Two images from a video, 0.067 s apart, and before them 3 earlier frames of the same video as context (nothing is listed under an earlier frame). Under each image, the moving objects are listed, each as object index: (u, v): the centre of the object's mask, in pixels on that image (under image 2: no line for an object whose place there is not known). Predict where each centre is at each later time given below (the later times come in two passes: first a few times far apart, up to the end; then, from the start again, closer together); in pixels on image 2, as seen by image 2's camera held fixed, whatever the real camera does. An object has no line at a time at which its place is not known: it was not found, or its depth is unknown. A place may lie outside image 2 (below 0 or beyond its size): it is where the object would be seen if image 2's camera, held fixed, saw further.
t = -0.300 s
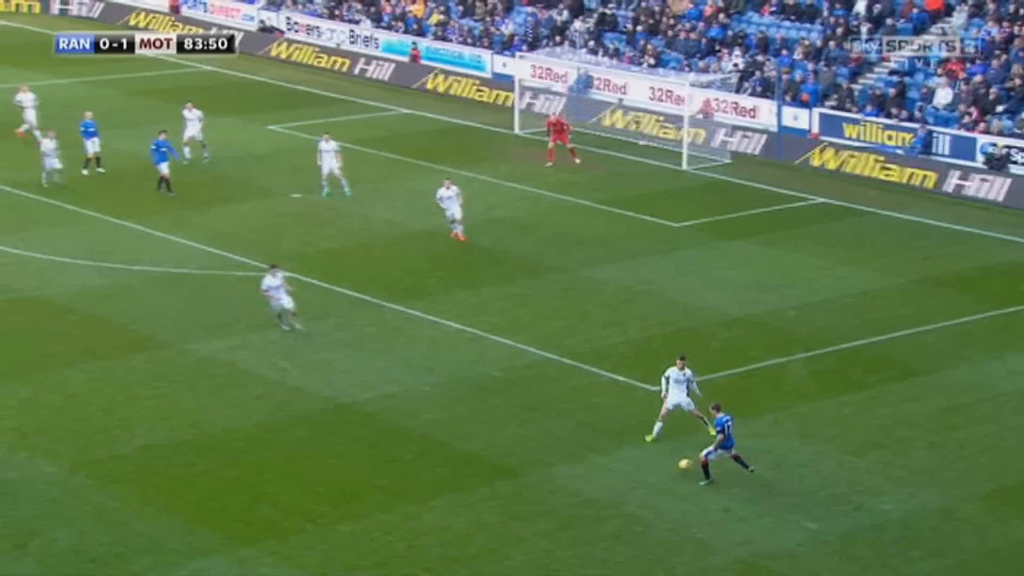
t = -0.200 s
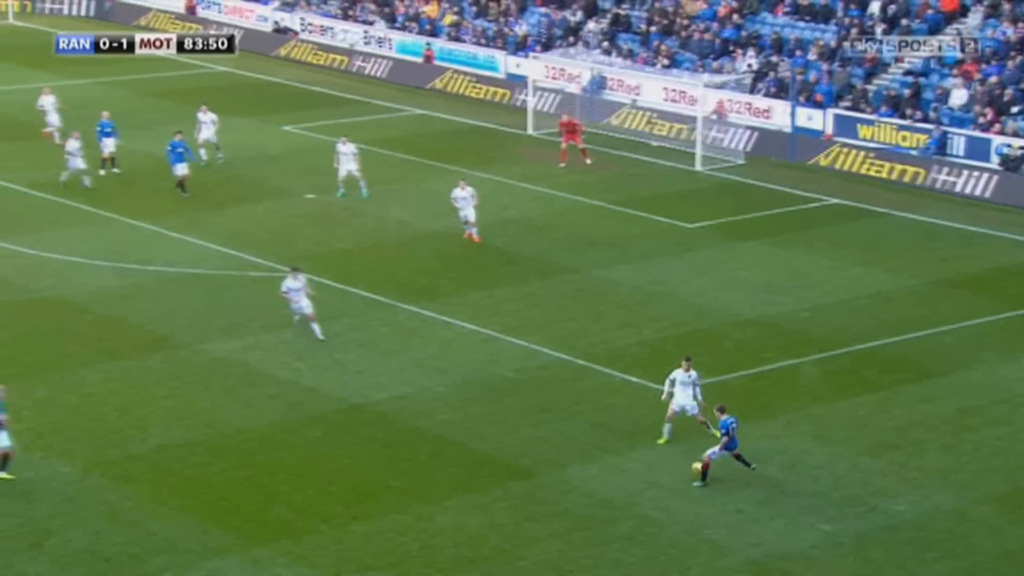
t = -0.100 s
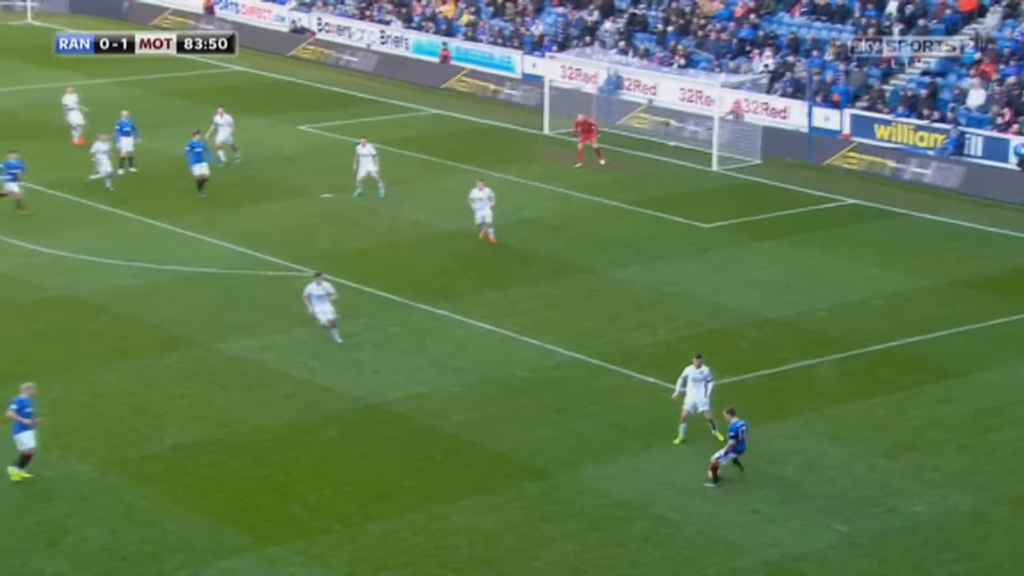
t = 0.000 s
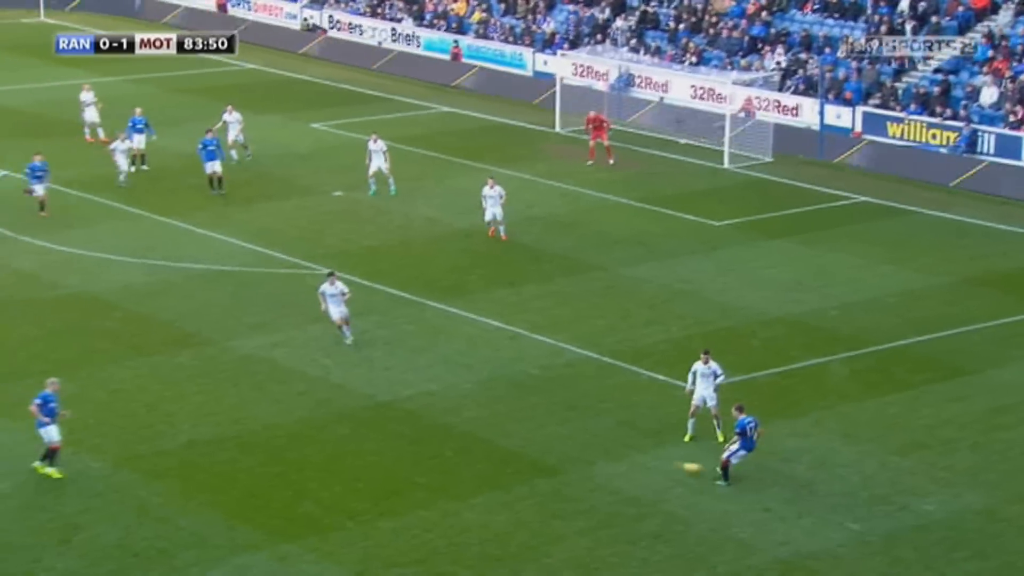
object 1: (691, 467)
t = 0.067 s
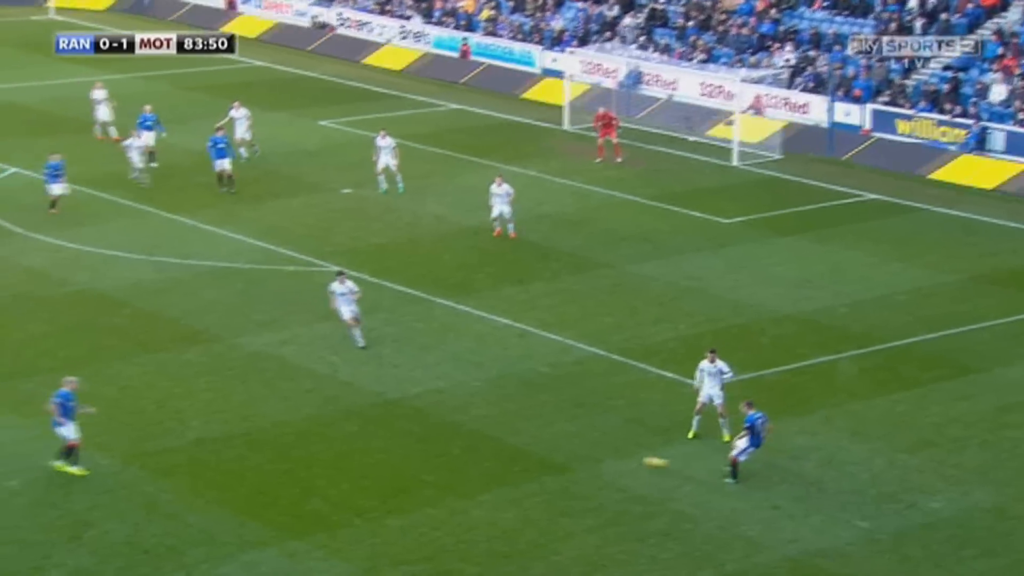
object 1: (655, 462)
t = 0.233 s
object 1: (550, 466)
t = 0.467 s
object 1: (421, 460)
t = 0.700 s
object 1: (303, 464)
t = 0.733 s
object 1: (287, 465)
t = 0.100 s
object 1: (636, 462)
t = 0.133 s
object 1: (612, 462)
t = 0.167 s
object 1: (592, 463)
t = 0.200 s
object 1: (570, 464)
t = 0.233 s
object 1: (550, 466)
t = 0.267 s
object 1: (530, 467)
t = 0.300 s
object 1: (513, 465)
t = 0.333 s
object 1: (493, 462)
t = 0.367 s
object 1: (475, 460)
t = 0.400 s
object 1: (457, 459)
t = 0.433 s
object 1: (438, 460)
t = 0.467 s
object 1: (421, 460)
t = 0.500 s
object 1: (405, 461)
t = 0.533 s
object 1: (387, 463)
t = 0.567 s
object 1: (367, 465)
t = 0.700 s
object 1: (303, 464)
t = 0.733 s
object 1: (287, 465)
